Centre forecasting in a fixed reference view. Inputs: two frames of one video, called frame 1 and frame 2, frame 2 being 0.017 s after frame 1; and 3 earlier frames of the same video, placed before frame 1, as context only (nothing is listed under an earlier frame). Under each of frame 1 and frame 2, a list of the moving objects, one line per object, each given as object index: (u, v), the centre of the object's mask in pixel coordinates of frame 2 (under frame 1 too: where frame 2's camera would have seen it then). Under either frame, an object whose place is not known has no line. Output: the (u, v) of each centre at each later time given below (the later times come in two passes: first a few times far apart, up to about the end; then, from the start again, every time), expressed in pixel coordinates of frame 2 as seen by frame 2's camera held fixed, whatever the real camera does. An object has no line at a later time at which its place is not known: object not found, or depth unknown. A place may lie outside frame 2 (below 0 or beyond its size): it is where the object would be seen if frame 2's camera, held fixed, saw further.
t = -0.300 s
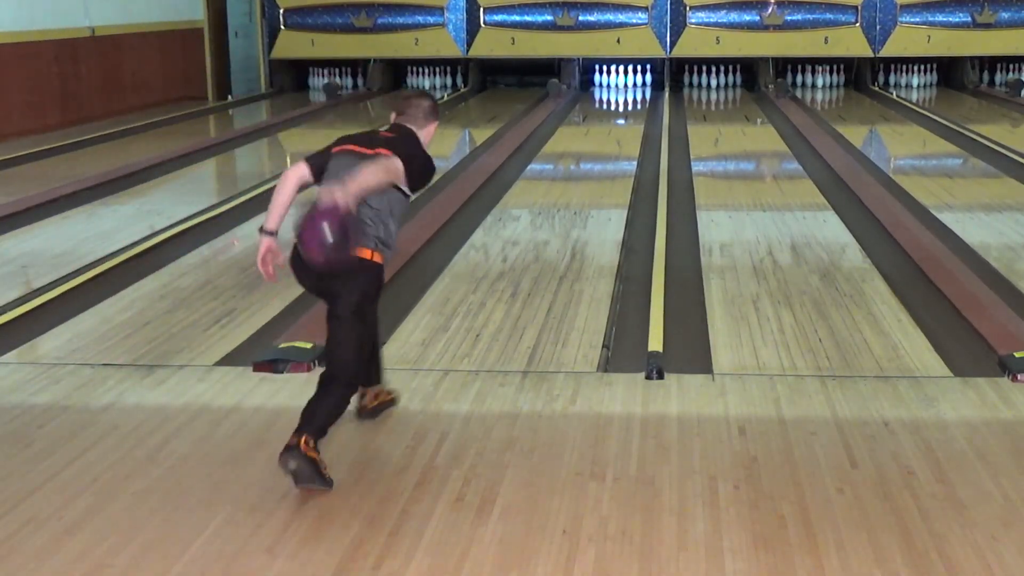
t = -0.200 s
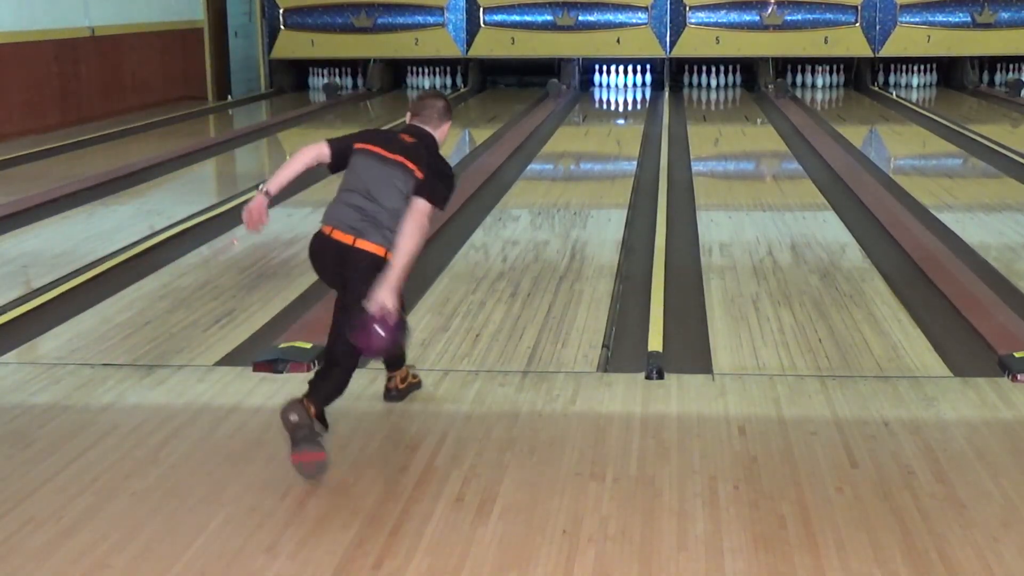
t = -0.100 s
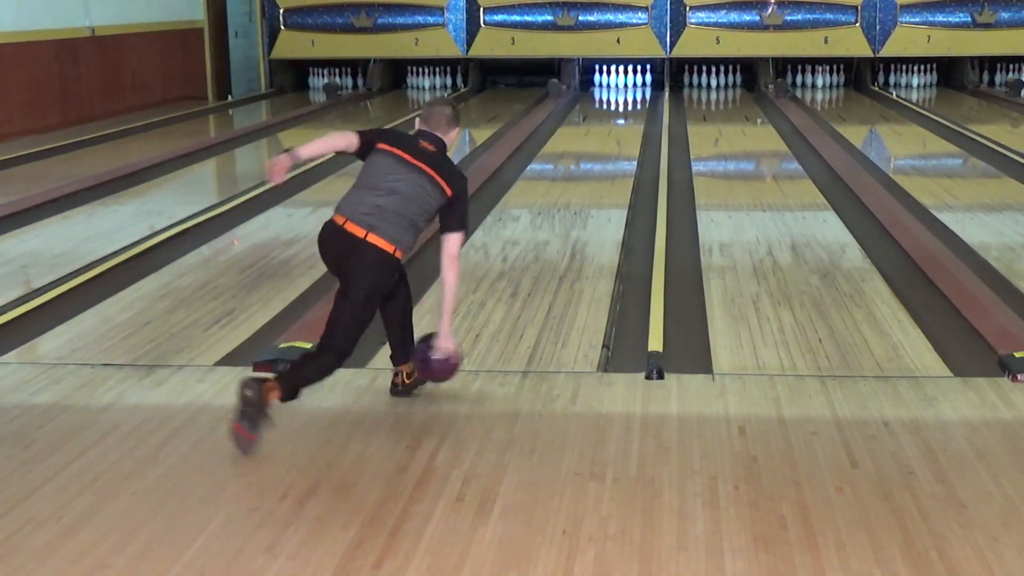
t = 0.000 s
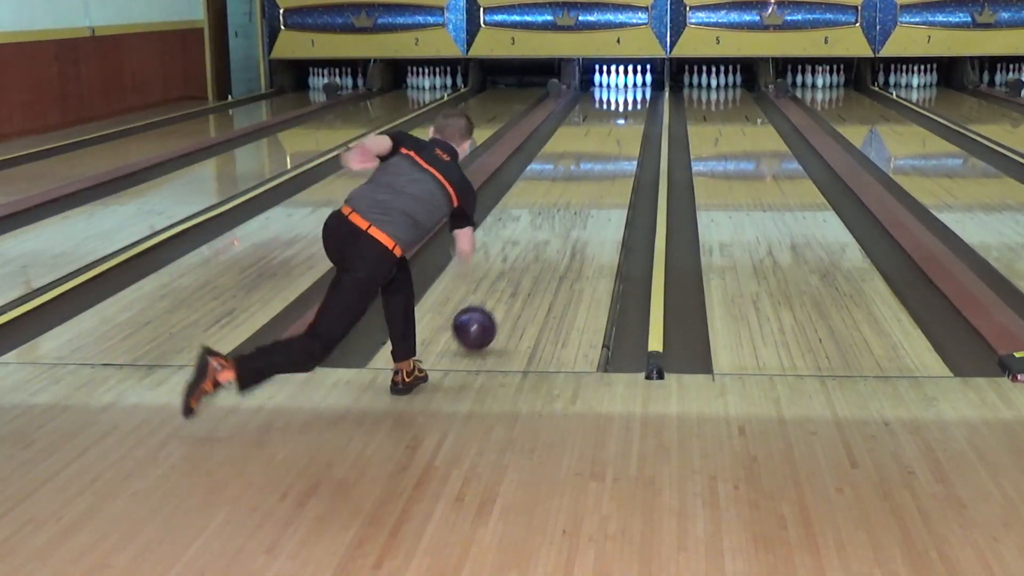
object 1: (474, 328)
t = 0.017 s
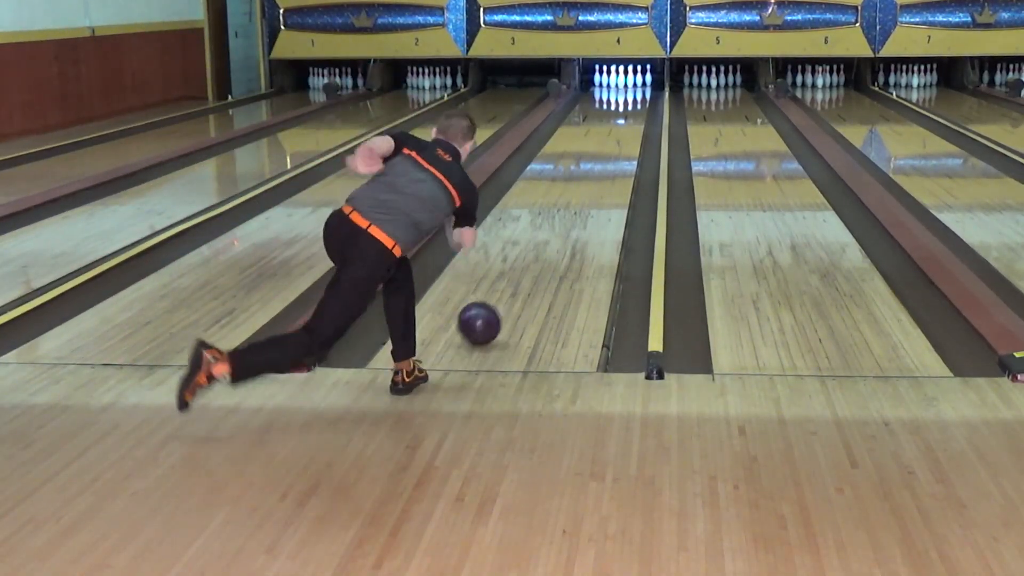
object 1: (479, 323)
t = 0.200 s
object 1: (522, 269)
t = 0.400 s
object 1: (554, 225)
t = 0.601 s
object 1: (578, 194)
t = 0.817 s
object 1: (596, 168)
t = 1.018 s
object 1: (609, 150)
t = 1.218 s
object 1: (619, 134)
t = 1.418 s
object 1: (627, 122)
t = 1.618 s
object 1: (632, 112)
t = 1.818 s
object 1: (636, 103)
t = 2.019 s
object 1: (636, 96)
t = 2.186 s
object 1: (632, 91)
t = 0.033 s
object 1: (484, 319)
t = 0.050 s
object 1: (488, 314)
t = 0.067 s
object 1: (493, 308)
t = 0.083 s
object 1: (497, 303)
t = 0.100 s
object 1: (501, 298)
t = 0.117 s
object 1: (505, 292)
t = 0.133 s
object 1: (508, 288)
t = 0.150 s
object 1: (512, 283)
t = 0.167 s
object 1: (515, 278)
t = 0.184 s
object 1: (519, 273)
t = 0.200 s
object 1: (522, 269)
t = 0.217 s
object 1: (525, 265)
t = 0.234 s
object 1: (528, 260)
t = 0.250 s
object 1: (531, 256)
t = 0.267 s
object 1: (534, 252)
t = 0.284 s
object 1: (537, 249)
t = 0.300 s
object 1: (540, 245)
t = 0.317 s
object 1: (542, 242)
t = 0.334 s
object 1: (545, 238)
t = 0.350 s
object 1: (547, 235)
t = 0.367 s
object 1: (550, 231)
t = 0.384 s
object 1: (552, 228)
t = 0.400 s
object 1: (554, 225)
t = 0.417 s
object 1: (557, 222)
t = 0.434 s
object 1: (559, 219)
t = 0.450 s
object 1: (561, 216)
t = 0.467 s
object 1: (563, 213)
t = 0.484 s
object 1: (565, 211)
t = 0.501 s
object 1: (567, 208)
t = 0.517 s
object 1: (569, 205)
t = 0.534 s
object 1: (571, 203)
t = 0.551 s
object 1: (573, 200)
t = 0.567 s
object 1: (574, 198)
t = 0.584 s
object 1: (576, 196)
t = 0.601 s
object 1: (578, 194)
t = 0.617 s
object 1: (580, 191)
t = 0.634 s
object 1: (581, 189)
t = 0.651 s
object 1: (583, 187)
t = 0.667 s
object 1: (584, 185)
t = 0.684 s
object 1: (585, 183)
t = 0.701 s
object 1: (587, 181)
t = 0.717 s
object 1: (588, 179)
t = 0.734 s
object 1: (590, 177)
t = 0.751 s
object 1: (591, 175)
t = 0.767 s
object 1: (592, 173)
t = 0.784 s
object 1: (594, 171)
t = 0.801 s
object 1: (595, 170)
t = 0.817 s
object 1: (596, 168)
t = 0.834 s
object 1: (597, 166)
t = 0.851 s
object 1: (599, 165)
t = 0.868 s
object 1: (600, 163)
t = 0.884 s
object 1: (601, 162)
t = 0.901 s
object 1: (602, 160)
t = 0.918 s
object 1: (603, 158)
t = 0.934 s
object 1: (604, 157)
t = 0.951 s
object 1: (605, 155)
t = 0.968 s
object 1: (606, 154)
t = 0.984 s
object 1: (607, 152)
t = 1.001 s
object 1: (608, 151)
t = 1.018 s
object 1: (609, 150)
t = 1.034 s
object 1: (610, 148)
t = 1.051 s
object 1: (611, 147)
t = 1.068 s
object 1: (612, 145)
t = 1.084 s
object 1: (613, 144)
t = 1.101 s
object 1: (614, 143)
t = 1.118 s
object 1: (615, 141)
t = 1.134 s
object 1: (615, 140)
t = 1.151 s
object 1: (616, 139)
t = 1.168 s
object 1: (617, 138)
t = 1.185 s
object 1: (618, 137)
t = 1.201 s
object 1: (618, 135)
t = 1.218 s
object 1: (619, 134)
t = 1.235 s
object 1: (620, 133)
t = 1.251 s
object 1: (620, 132)
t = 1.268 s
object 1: (621, 131)
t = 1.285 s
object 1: (622, 130)
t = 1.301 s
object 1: (623, 129)
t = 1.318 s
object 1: (623, 128)
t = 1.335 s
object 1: (624, 127)
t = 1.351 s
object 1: (625, 125)
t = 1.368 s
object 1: (625, 125)
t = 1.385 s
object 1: (626, 124)
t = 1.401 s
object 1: (626, 123)
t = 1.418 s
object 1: (627, 122)
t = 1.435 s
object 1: (627, 121)
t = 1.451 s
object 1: (628, 120)
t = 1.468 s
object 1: (628, 119)
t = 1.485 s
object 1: (629, 119)
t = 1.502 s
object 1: (629, 118)
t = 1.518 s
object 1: (630, 117)
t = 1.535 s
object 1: (630, 116)
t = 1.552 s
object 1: (630, 115)
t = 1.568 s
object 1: (631, 114)
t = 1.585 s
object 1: (631, 113)
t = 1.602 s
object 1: (632, 112)
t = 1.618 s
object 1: (632, 112)
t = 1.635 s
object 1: (632, 111)
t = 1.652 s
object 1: (633, 110)
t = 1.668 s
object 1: (634, 109)
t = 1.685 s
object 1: (634, 108)
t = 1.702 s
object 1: (634, 108)
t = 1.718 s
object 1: (634, 107)
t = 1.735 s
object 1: (634, 106)
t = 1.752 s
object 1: (635, 106)
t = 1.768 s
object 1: (635, 105)
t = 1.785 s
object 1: (635, 104)
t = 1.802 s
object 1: (635, 104)
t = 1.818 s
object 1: (636, 103)
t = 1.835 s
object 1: (636, 102)
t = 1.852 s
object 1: (636, 102)
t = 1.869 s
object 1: (636, 101)
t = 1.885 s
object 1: (636, 101)
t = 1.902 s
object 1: (636, 100)
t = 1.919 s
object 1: (636, 100)
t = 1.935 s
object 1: (636, 99)
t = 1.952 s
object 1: (636, 98)
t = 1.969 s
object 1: (636, 98)
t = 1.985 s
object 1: (636, 97)
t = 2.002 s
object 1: (636, 96)
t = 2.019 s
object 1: (636, 96)
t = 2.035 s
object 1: (636, 95)
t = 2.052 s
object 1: (635, 95)
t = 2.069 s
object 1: (635, 95)
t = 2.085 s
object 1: (635, 94)
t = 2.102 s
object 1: (635, 94)
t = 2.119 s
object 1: (634, 93)
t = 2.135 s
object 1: (634, 93)
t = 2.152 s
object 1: (633, 92)
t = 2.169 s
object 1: (632, 92)
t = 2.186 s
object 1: (632, 91)
